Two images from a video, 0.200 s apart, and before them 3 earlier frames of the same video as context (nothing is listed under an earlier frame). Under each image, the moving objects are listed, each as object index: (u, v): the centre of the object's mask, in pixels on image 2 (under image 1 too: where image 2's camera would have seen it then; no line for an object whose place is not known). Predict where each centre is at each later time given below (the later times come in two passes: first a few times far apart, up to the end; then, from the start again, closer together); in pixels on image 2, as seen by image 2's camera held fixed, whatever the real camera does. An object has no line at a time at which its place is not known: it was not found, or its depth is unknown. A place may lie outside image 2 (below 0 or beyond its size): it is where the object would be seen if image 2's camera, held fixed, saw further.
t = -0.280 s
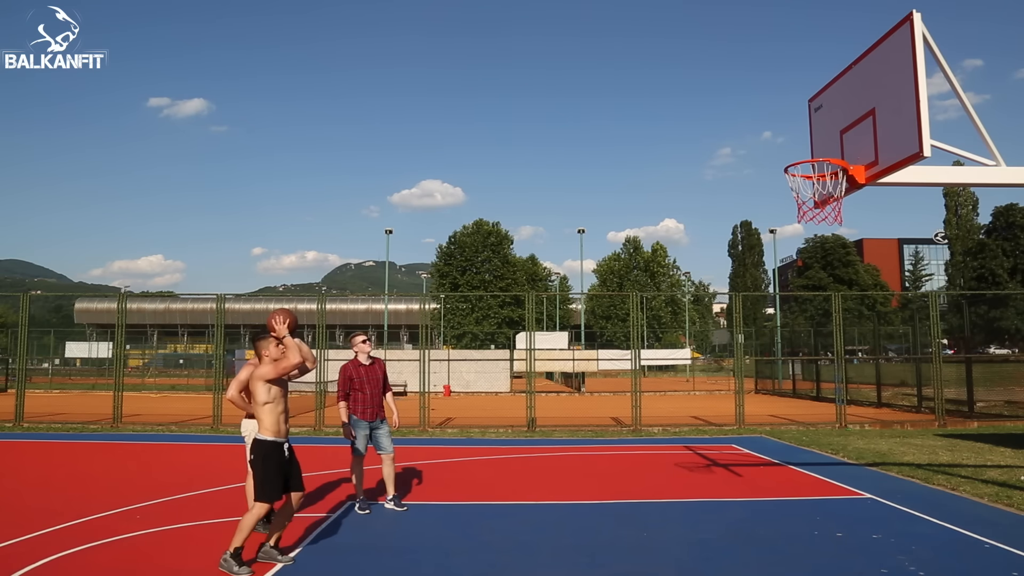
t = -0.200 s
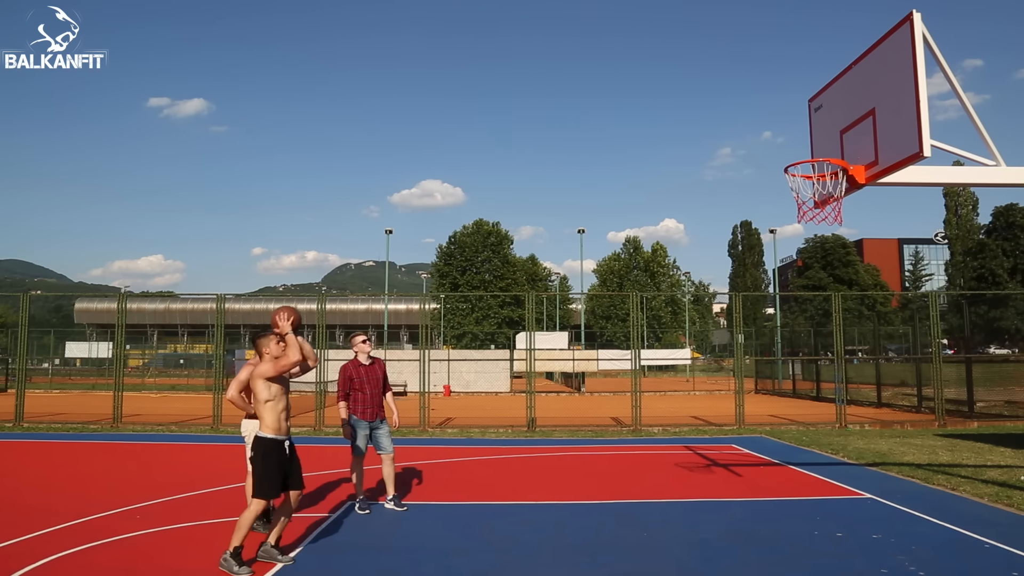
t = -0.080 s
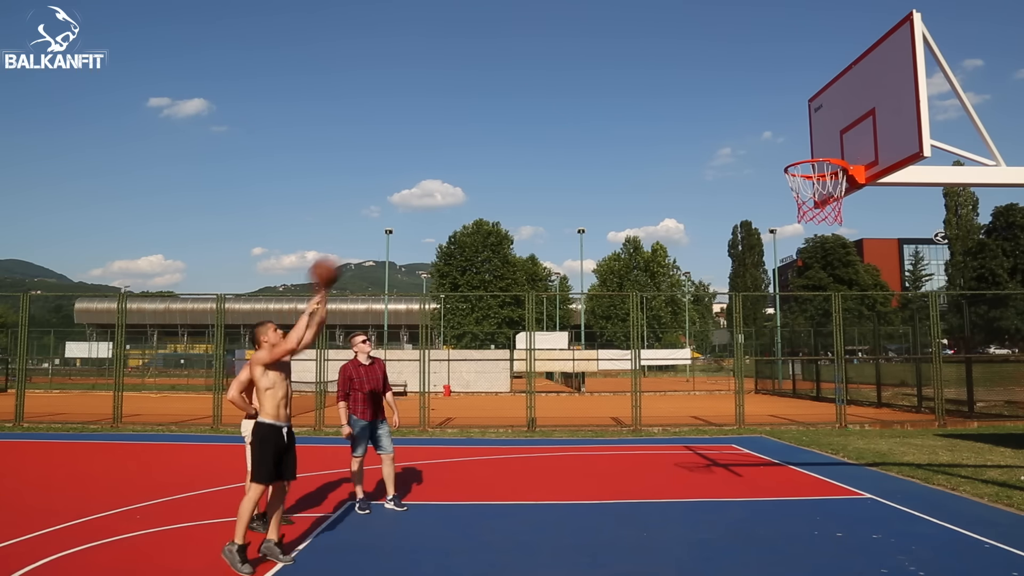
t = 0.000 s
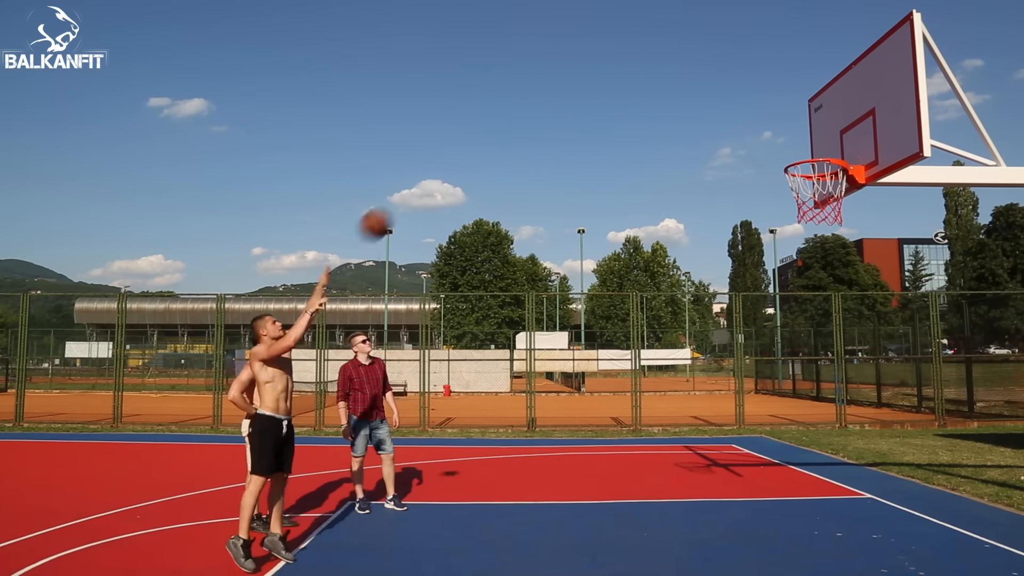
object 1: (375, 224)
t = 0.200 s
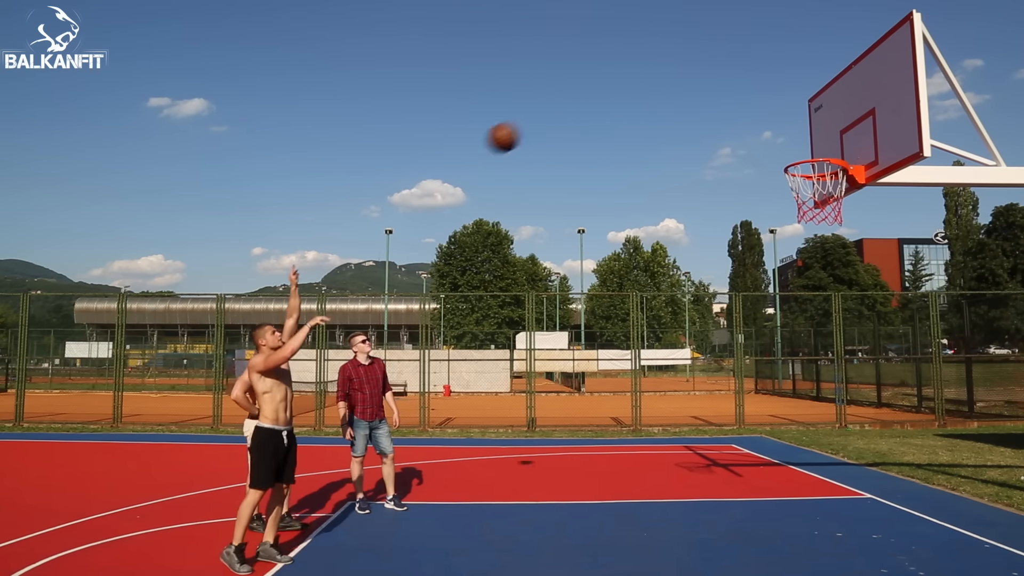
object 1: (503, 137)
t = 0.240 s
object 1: (528, 125)
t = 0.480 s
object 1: (678, 97)
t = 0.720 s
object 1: (826, 138)
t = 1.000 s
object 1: (771, 136)
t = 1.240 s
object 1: (695, 187)
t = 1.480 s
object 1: (619, 316)
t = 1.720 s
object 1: (544, 532)
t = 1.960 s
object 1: (475, 432)
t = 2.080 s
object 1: (442, 388)
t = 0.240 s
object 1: (528, 125)
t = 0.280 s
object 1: (553, 116)
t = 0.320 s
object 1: (579, 108)
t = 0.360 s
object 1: (603, 103)
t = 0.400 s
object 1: (628, 99)
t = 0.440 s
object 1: (653, 97)
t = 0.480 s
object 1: (678, 97)
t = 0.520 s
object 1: (702, 99)
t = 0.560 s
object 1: (727, 103)
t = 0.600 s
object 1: (752, 109)
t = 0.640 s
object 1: (777, 116)
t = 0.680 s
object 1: (801, 126)
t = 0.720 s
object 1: (826, 138)
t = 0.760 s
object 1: (850, 150)
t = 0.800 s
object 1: (837, 146)
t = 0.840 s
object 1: (823, 141)
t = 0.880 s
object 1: (810, 137)
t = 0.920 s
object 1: (797, 135)
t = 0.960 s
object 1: (784, 134)
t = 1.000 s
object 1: (771, 136)
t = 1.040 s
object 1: (758, 139)
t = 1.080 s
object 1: (746, 145)
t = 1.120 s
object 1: (733, 153)
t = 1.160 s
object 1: (720, 162)
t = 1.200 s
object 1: (708, 174)
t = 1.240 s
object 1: (695, 187)
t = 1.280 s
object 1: (682, 203)
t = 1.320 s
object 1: (670, 221)
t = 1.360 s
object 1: (657, 242)
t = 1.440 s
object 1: (632, 289)
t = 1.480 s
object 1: (619, 316)
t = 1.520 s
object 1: (607, 344)
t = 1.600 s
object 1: (580, 413)
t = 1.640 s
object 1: (568, 451)
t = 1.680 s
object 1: (556, 488)
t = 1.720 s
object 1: (544, 532)
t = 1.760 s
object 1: (531, 550)
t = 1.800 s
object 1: (520, 521)
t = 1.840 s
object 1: (508, 496)
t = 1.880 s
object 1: (497, 474)
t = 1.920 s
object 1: (486, 452)
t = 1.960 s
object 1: (475, 432)
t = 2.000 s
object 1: (464, 415)
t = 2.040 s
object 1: (453, 401)
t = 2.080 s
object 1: (442, 388)
